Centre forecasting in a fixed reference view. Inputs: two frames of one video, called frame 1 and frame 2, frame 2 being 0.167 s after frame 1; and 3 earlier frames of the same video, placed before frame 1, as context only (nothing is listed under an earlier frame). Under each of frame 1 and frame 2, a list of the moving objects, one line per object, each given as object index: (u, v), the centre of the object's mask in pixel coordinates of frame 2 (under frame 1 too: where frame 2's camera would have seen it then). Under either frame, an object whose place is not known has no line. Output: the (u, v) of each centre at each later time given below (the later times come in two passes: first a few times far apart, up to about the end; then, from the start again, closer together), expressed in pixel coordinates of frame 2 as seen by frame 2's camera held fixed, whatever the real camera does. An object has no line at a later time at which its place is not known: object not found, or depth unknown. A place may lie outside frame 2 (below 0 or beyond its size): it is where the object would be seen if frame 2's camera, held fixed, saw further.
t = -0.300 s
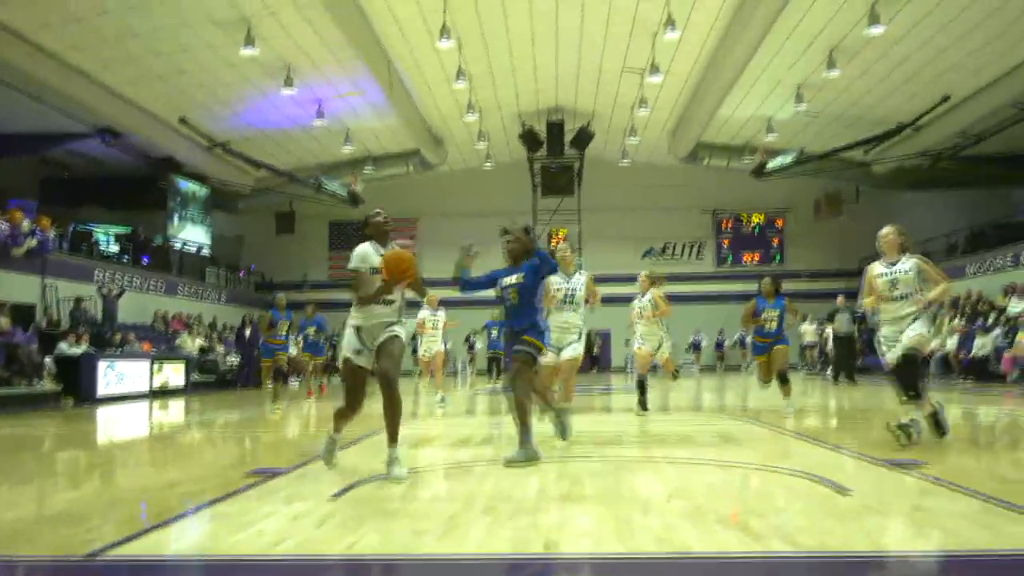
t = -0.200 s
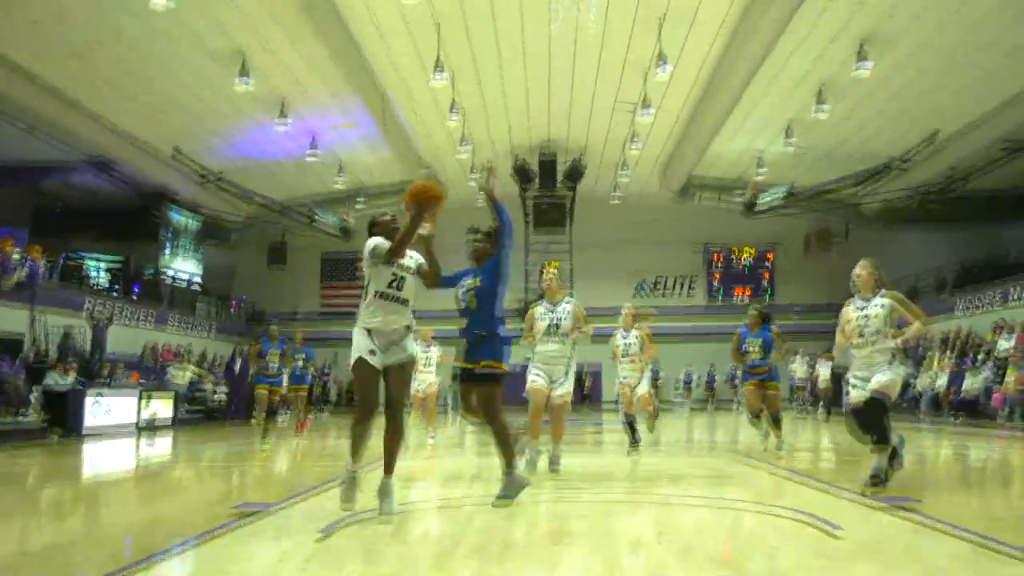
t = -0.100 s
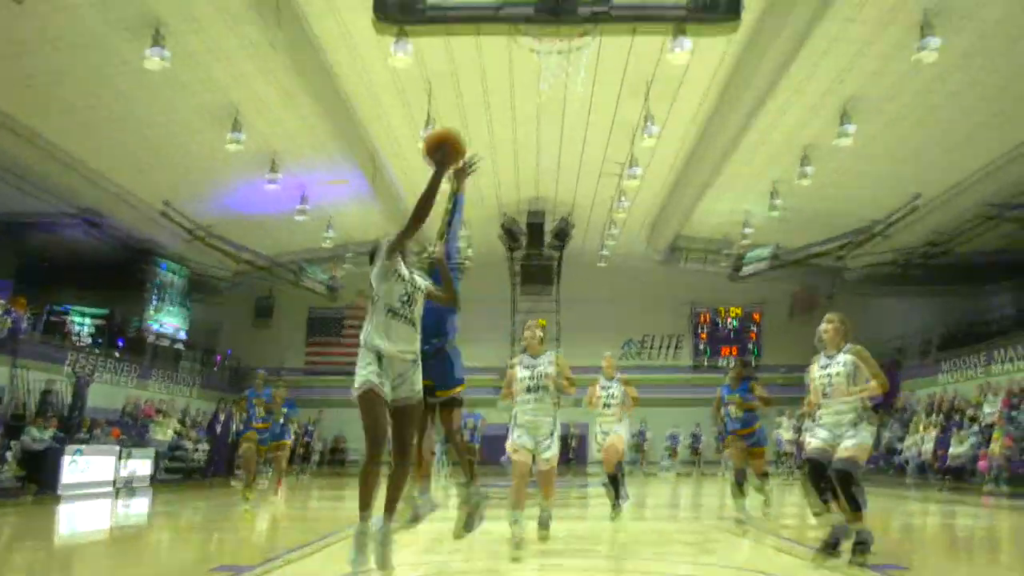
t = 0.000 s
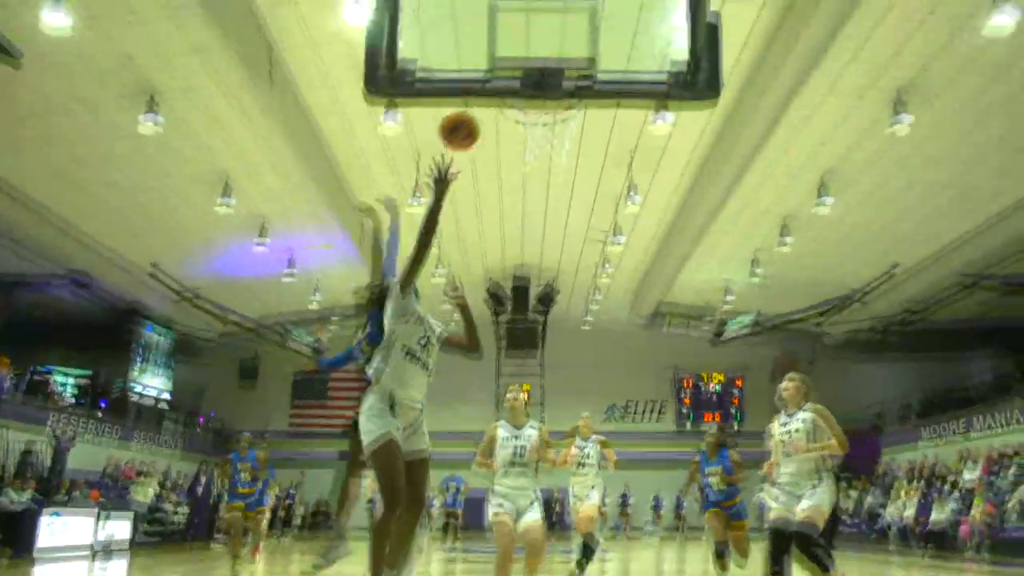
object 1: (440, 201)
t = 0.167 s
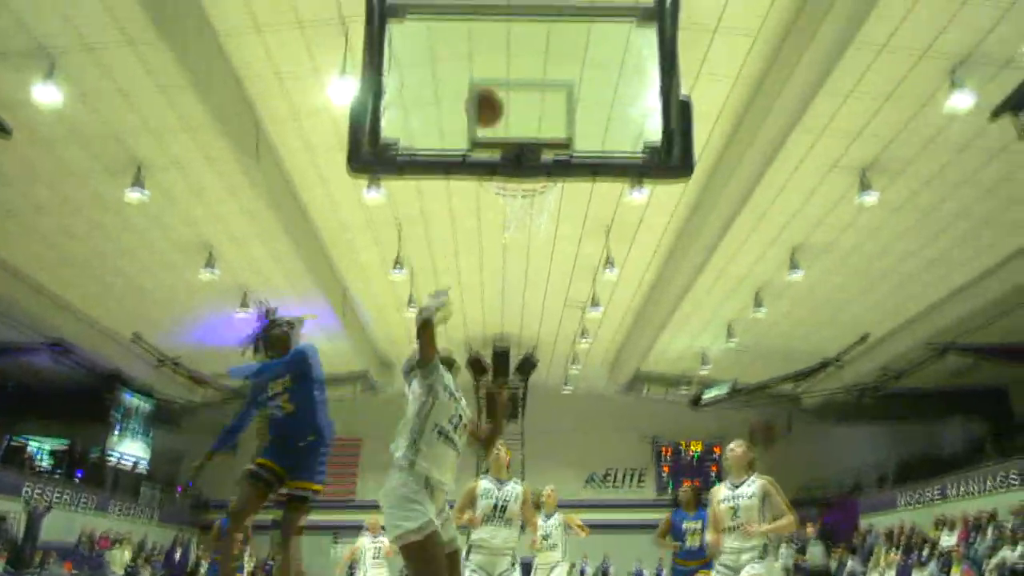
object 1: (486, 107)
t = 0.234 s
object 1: (495, 102)
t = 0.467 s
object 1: (531, 127)
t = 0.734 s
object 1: (528, 137)
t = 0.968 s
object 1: (488, 159)
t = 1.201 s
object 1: (498, 137)
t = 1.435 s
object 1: (510, 205)
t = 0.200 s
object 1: (491, 104)
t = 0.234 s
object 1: (495, 102)
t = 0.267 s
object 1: (500, 101)
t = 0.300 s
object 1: (505, 101)
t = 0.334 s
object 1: (510, 104)
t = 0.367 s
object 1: (516, 107)
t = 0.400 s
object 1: (520, 112)
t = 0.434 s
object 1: (526, 118)
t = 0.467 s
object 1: (531, 127)
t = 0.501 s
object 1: (535, 133)
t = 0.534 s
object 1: (541, 138)
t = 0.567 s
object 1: (547, 144)
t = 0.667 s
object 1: (537, 141)
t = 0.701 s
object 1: (532, 139)
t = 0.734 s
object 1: (528, 137)
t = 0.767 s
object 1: (522, 136)
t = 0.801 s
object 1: (516, 135)
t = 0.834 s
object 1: (511, 136)
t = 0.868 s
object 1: (505, 137)
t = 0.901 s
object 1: (499, 138)
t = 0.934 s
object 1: (492, 141)
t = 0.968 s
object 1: (488, 159)
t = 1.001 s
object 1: (488, 141)
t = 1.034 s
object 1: (490, 139)
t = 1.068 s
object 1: (491, 137)
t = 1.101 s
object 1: (494, 136)
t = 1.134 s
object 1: (495, 136)
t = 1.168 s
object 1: (496, 136)
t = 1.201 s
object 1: (498, 137)
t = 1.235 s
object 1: (500, 139)
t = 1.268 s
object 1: (502, 140)
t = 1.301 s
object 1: (492, 160)
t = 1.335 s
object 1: (504, 185)
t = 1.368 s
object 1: (506, 189)
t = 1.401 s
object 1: (508, 196)
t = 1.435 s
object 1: (510, 205)
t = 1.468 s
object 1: (513, 217)
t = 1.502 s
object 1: (516, 228)
